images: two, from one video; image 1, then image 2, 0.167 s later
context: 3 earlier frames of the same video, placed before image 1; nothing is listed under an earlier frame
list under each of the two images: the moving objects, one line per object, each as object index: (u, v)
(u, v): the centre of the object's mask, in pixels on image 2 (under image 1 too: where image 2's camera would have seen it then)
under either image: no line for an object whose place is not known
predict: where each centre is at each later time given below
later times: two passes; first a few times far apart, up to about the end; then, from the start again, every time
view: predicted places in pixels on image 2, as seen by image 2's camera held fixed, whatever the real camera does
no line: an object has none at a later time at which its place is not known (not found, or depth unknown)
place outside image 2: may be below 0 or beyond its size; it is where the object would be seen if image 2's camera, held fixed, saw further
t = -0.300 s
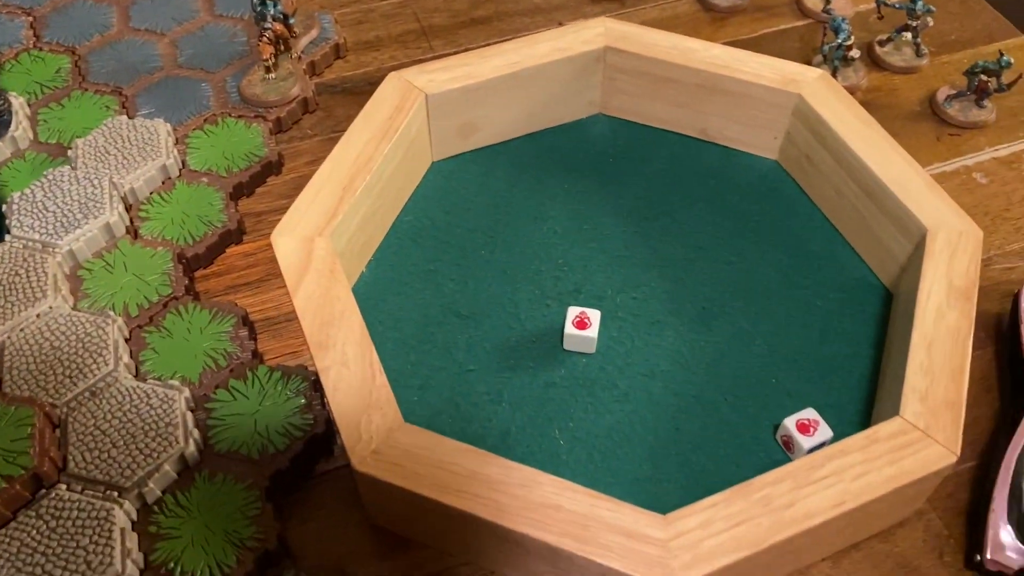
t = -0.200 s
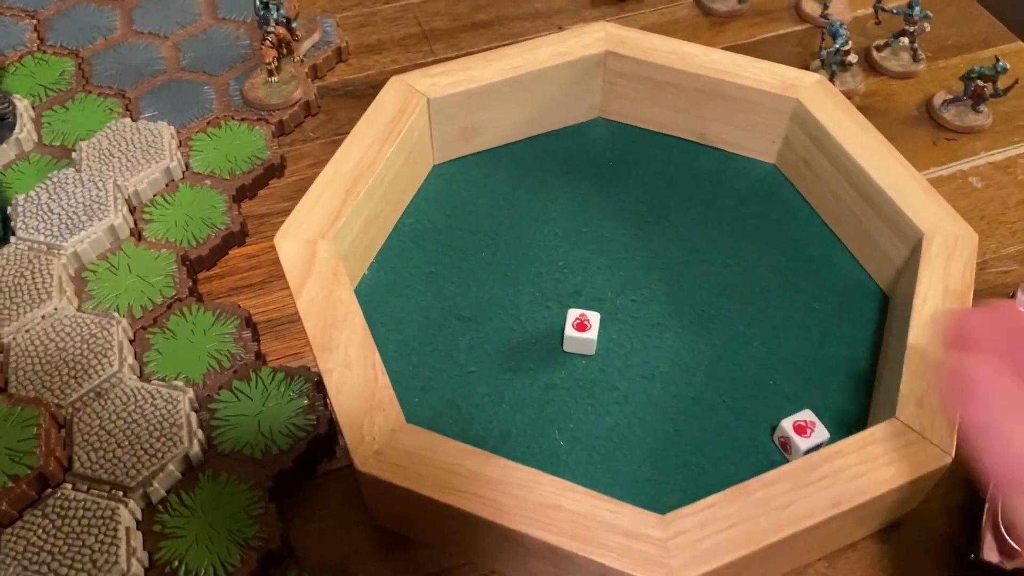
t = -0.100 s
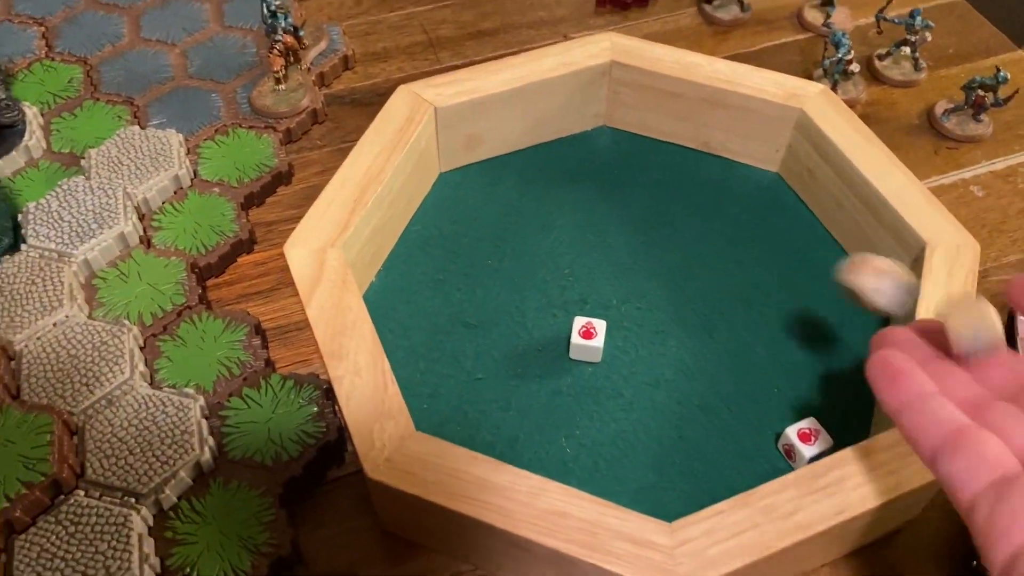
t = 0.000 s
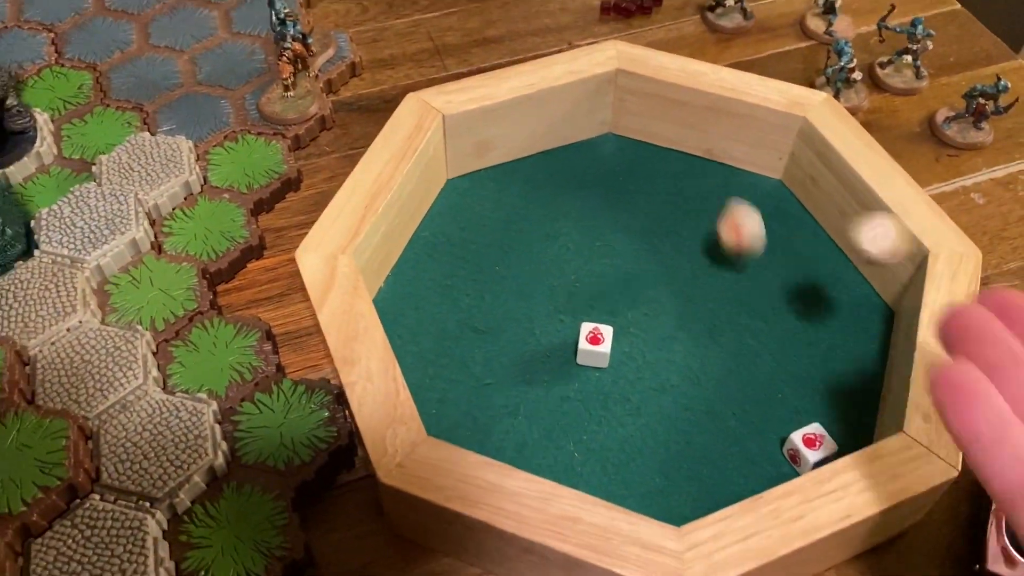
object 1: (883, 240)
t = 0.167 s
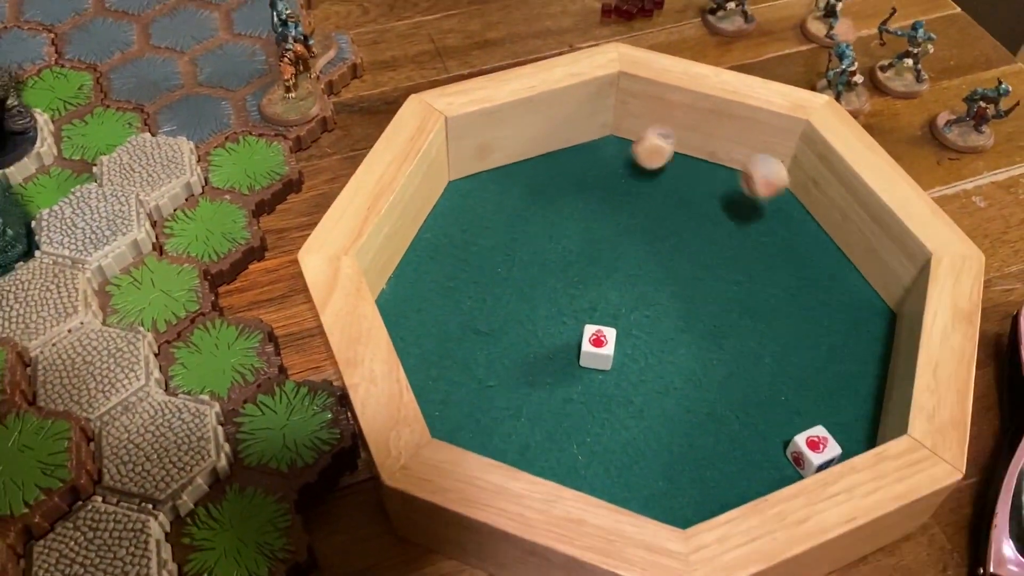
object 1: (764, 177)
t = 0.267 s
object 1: (726, 163)
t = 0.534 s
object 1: (636, 246)
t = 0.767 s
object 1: (599, 261)
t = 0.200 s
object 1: (751, 170)
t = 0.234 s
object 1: (734, 172)
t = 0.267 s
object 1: (726, 163)
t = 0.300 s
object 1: (705, 181)
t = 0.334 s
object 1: (690, 191)
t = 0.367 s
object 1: (674, 202)
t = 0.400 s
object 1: (664, 212)
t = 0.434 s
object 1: (654, 222)
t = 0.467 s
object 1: (645, 231)
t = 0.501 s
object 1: (640, 238)
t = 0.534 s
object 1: (636, 246)
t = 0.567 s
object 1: (632, 252)
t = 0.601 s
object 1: (626, 256)
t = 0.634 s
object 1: (619, 259)
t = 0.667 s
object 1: (611, 262)
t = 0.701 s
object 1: (602, 261)
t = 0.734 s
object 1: (598, 259)
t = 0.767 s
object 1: (599, 261)
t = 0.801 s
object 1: (604, 266)
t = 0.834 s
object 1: (609, 267)
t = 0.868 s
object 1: (608, 267)
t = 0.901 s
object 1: (605, 267)
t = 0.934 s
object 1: (606, 267)
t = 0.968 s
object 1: (606, 267)
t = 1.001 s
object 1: (606, 267)
